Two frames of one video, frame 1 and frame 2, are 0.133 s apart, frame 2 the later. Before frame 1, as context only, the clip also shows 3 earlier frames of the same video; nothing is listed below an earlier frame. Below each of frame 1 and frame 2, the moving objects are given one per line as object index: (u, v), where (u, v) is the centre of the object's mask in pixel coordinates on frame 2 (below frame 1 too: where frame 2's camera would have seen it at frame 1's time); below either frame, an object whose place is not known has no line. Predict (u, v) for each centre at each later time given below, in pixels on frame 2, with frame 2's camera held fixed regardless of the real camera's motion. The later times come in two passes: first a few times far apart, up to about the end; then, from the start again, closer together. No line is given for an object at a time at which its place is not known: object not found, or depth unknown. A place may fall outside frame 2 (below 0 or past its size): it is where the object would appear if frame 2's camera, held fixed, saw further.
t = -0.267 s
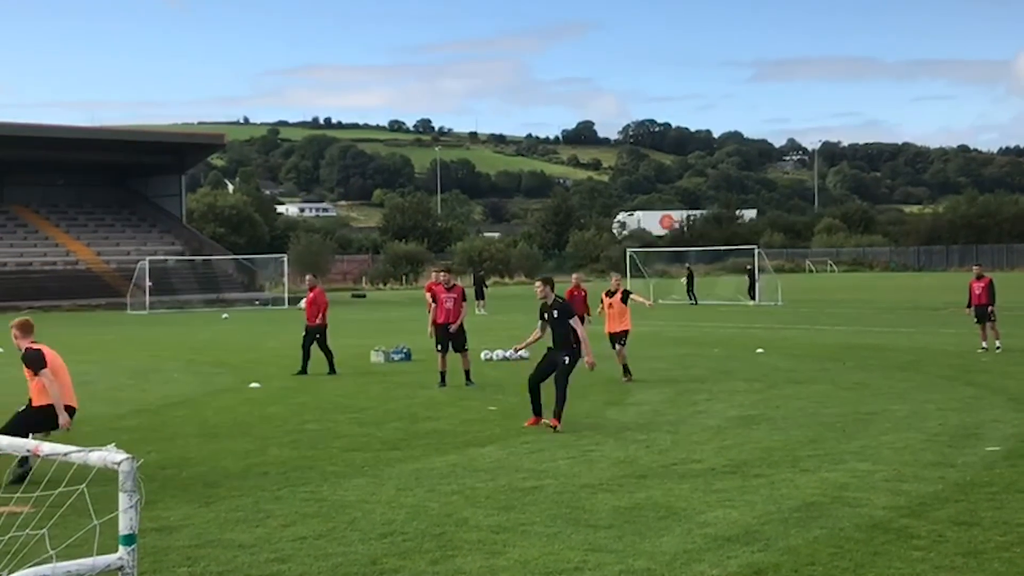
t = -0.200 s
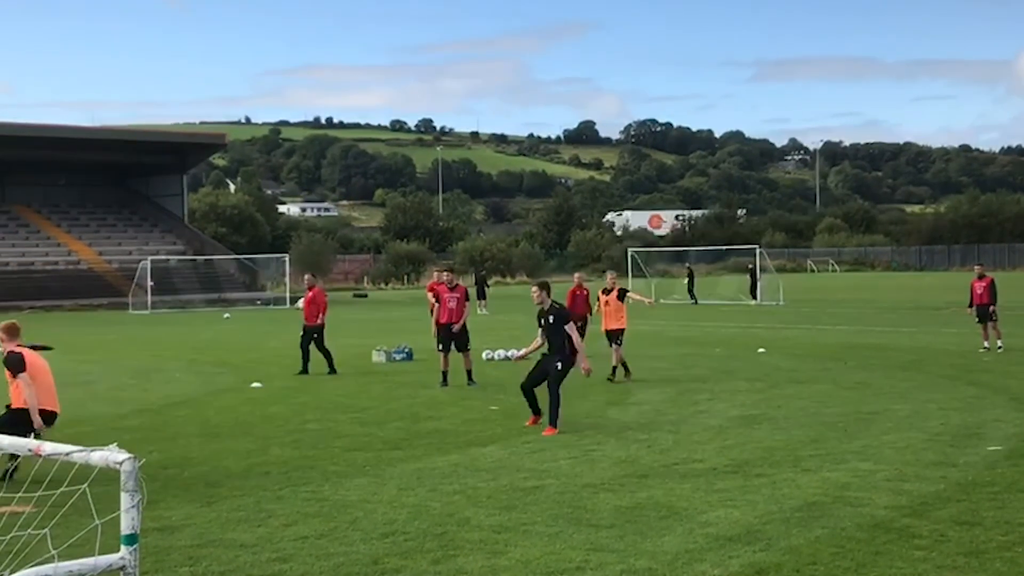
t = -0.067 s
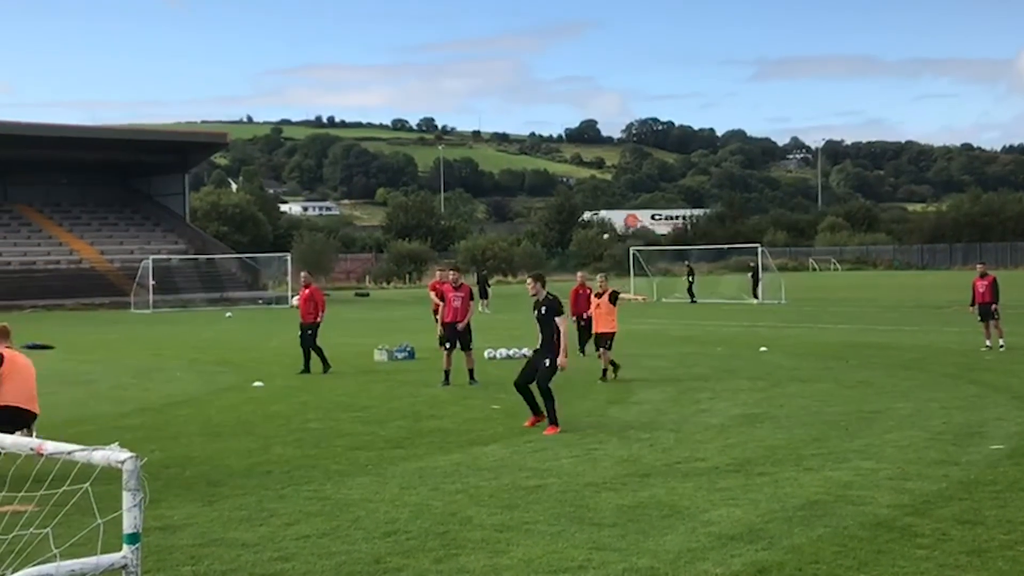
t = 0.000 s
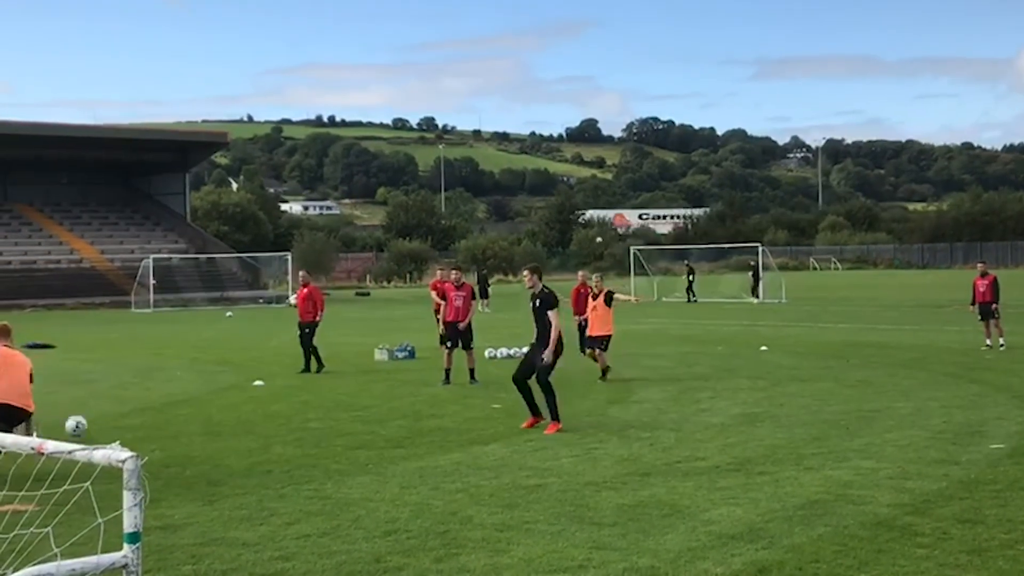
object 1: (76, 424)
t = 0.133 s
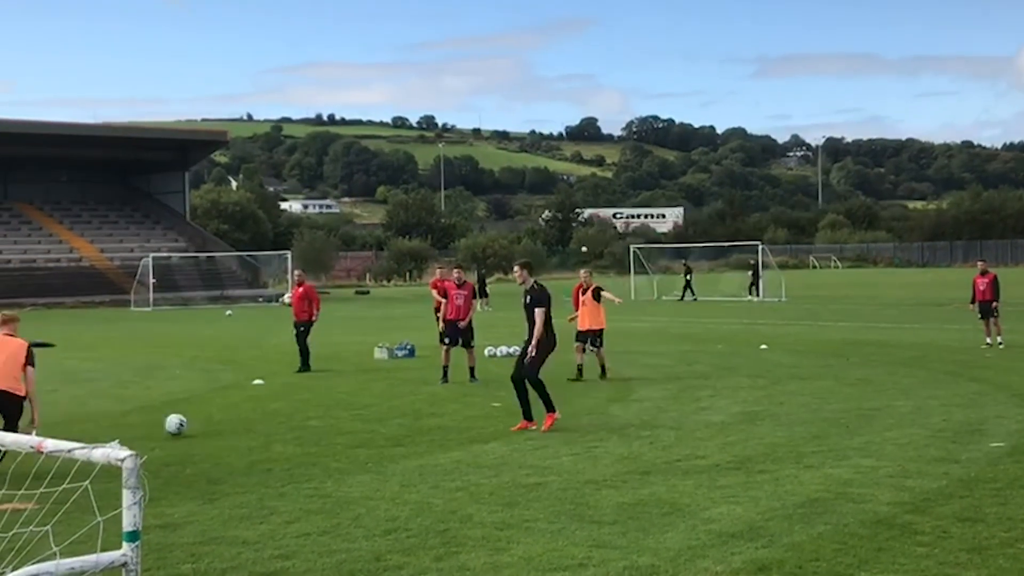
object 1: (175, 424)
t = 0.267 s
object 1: (263, 421)
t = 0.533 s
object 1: (404, 419)
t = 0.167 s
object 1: (200, 427)
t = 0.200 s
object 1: (222, 425)
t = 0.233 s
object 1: (243, 423)
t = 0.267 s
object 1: (263, 421)
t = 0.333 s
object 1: (304, 421)
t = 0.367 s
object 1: (323, 422)
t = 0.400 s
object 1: (341, 423)
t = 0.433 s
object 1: (357, 421)
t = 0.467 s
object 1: (373, 420)
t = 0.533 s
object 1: (404, 419)
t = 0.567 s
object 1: (420, 420)
